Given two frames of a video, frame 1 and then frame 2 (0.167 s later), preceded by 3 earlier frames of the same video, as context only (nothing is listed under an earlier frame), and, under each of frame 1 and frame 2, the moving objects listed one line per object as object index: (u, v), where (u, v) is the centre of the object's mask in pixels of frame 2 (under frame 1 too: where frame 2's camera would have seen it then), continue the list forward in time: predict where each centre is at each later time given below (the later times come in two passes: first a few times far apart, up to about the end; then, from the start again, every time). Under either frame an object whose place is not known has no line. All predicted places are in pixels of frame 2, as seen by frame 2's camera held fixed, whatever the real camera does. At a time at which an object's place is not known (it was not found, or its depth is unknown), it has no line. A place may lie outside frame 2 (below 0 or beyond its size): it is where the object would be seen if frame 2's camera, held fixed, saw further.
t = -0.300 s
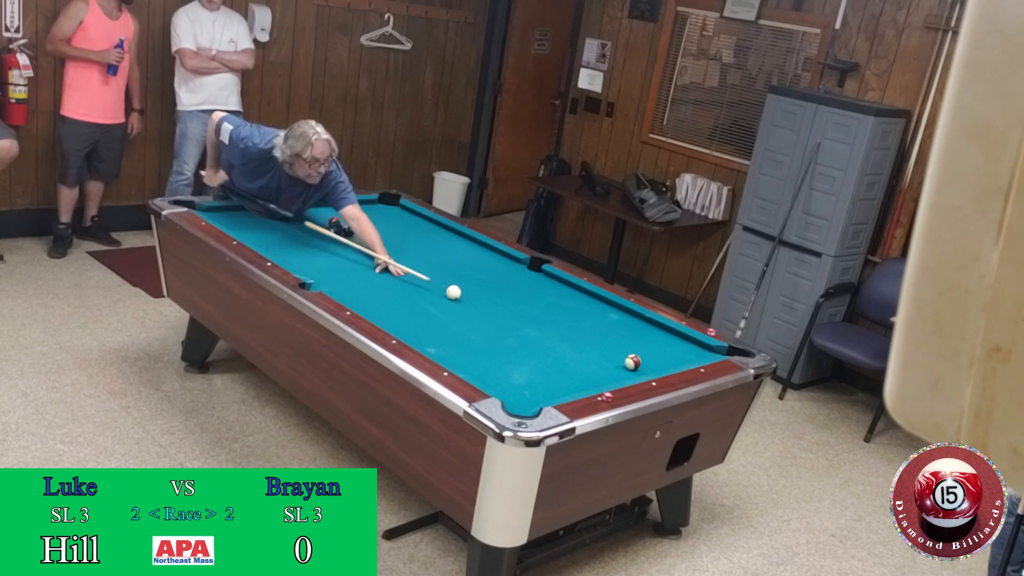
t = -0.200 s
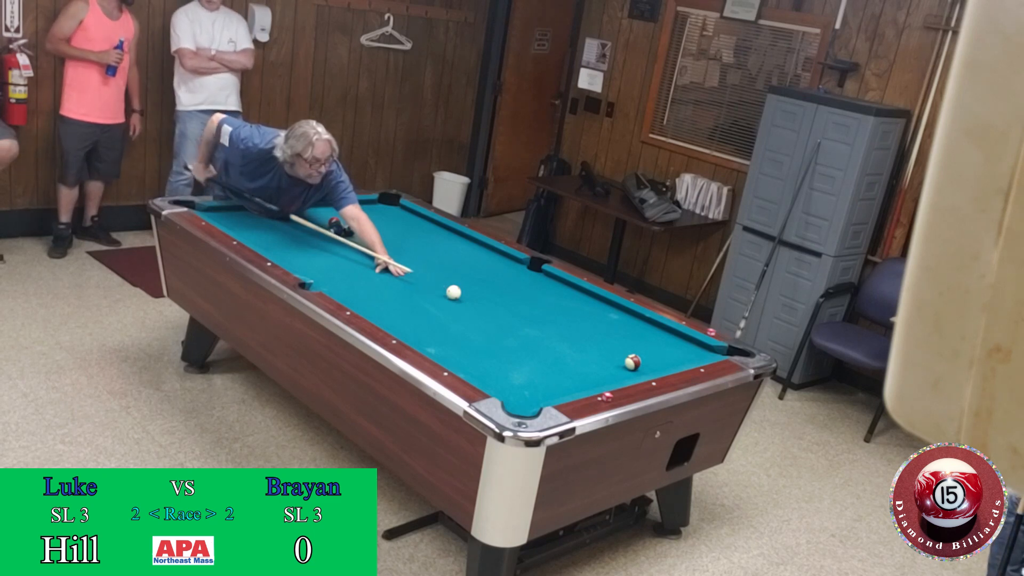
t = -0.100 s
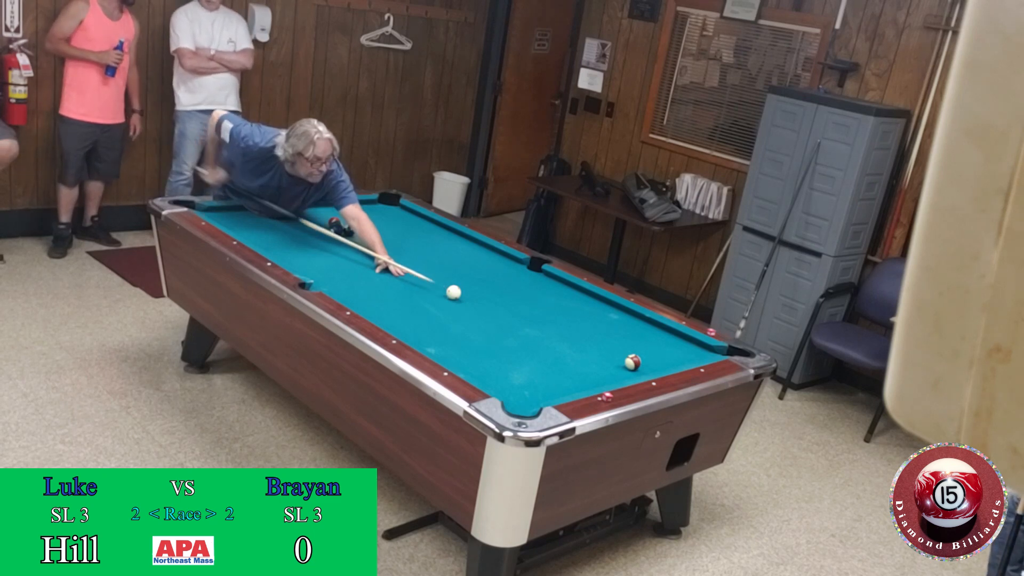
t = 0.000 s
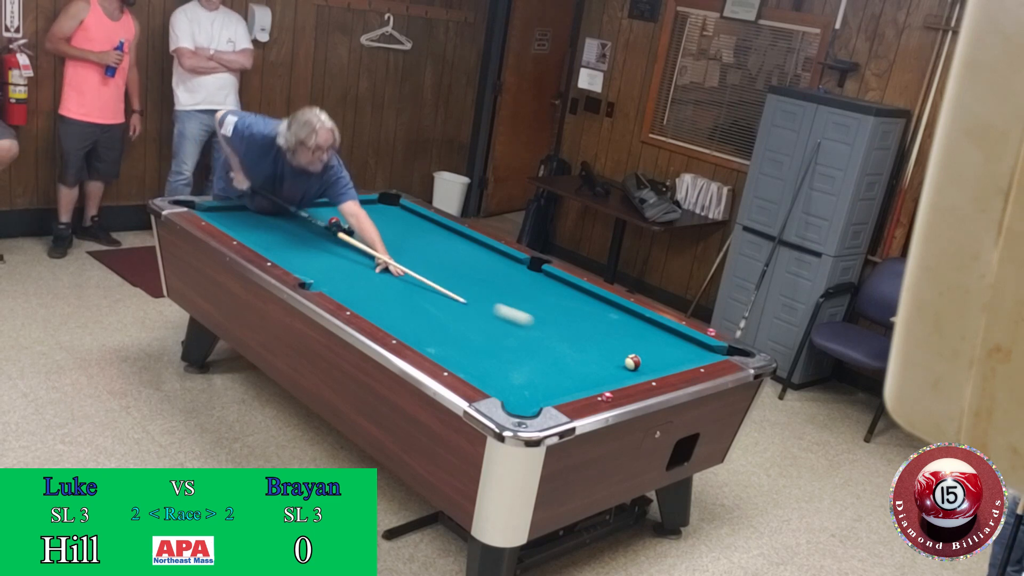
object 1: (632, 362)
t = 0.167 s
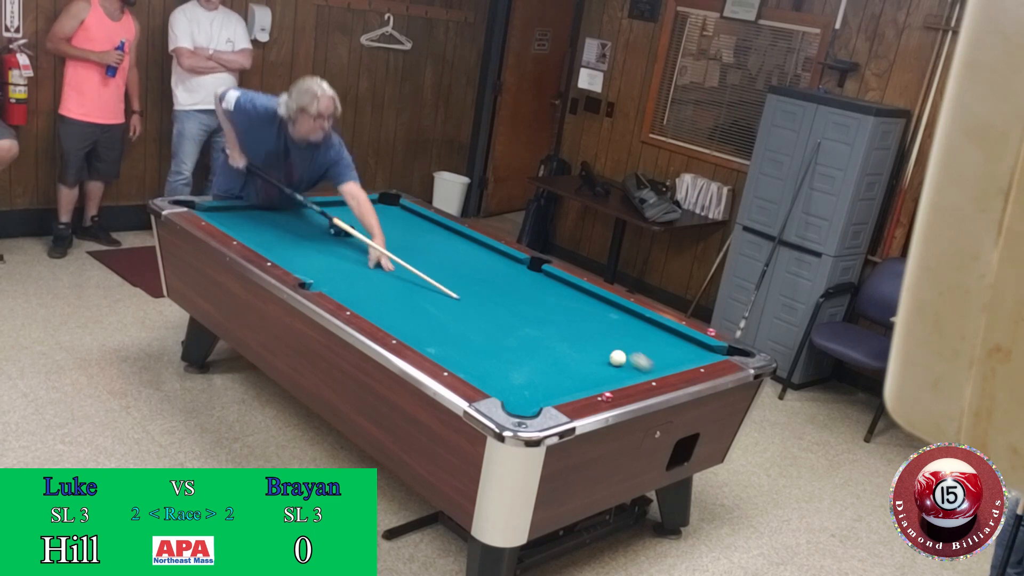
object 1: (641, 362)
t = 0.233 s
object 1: (613, 345)
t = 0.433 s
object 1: (547, 308)
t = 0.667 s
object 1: (483, 271)
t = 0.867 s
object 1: (437, 243)
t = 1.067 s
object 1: (398, 220)
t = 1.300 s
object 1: (375, 206)
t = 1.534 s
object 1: (404, 220)
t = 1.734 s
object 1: (430, 233)
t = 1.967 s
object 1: (462, 248)
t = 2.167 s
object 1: (491, 261)
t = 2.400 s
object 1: (527, 277)
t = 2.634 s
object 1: (563, 294)
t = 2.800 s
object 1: (591, 306)
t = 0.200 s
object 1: (630, 352)
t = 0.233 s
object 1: (613, 345)
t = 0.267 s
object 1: (600, 338)
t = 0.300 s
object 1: (591, 333)
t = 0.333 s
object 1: (578, 326)
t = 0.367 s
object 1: (569, 320)
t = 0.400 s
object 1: (558, 314)
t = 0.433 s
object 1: (547, 308)
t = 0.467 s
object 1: (538, 303)
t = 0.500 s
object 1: (527, 297)
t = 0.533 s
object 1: (519, 291)
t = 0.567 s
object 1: (510, 286)
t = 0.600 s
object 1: (500, 281)
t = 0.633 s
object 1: (493, 276)
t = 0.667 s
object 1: (483, 271)
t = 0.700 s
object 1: (475, 266)
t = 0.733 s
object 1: (468, 261)
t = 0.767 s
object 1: (458, 257)
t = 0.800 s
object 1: (453, 252)
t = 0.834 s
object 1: (444, 248)
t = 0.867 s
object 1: (437, 243)
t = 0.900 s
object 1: (431, 240)
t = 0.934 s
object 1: (423, 235)
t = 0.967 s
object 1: (417, 231)
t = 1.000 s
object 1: (410, 227)
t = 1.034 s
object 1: (403, 223)
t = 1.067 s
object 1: (398, 220)
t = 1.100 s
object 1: (391, 216)
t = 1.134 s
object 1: (385, 213)
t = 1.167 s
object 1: (380, 209)
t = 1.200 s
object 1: (373, 205)
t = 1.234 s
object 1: (369, 202)
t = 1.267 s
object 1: (370, 203)
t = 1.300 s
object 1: (375, 206)
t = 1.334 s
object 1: (379, 208)
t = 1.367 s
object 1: (384, 210)
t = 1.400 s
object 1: (387, 212)
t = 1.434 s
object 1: (392, 214)
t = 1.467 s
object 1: (396, 216)
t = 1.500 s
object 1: (401, 218)
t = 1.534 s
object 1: (404, 220)
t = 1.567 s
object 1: (408, 222)
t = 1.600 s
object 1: (413, 224)
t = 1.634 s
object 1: (417, 227)
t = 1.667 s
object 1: (422, 228)
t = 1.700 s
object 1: (426, 231)
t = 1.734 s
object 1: (430, 233)
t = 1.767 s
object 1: (435, 235)
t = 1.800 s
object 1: (439, 237)
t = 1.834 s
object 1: (444, 239)
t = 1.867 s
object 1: (448, 241)
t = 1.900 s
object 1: (453, 243)
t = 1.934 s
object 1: (458, 245)
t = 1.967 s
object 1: (462, 248)
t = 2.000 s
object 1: (467, 250)
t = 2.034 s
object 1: (472, 252)
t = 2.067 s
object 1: (476, 254)
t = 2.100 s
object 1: (481, 256)
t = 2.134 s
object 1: (486, 259)
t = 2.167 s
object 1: (491, 261)
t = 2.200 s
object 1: (497, 263)
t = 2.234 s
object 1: (501, 266)
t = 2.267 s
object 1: (506, 267)
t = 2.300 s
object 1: (511, 270)
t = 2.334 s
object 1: (516, 273)
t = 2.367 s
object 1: (521, 275)
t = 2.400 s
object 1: (527, 277)
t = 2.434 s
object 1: (531, 279)
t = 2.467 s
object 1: (537, 281)
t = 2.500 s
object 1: (542, 284)
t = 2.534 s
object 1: (547, 287)
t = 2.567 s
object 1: (553, 289)
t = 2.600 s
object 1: (558, 291)
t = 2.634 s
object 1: (563, 294)
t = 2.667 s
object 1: (570, 296)
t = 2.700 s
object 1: (574, 299)
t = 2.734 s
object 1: (580, 301)
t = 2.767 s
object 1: (586, 303)
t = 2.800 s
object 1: (591, 306)
